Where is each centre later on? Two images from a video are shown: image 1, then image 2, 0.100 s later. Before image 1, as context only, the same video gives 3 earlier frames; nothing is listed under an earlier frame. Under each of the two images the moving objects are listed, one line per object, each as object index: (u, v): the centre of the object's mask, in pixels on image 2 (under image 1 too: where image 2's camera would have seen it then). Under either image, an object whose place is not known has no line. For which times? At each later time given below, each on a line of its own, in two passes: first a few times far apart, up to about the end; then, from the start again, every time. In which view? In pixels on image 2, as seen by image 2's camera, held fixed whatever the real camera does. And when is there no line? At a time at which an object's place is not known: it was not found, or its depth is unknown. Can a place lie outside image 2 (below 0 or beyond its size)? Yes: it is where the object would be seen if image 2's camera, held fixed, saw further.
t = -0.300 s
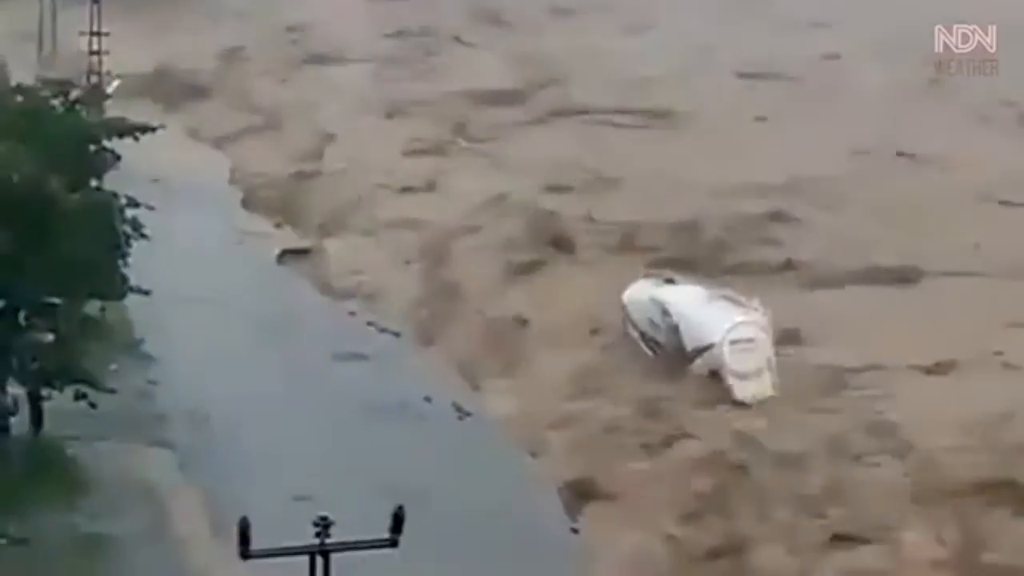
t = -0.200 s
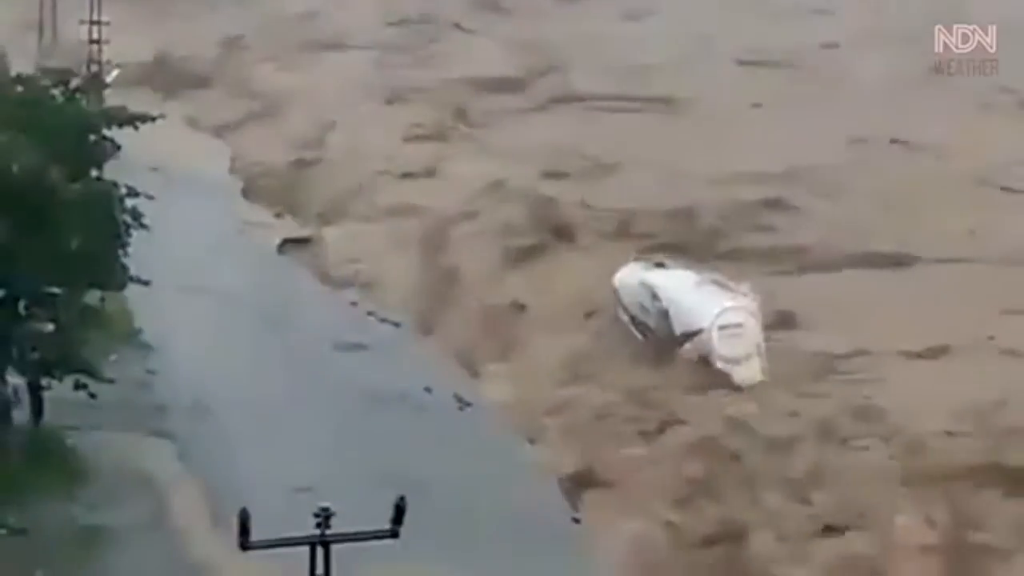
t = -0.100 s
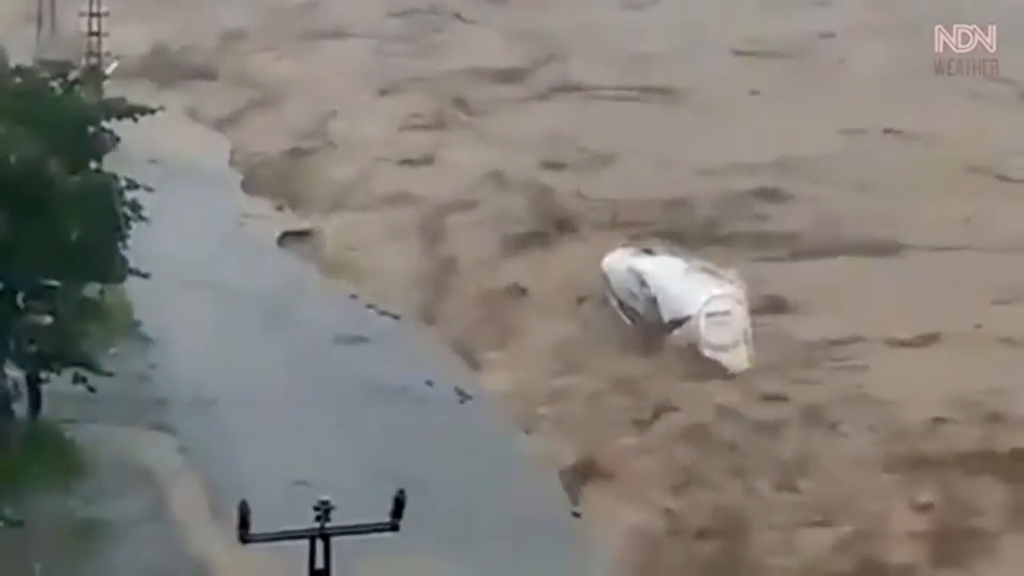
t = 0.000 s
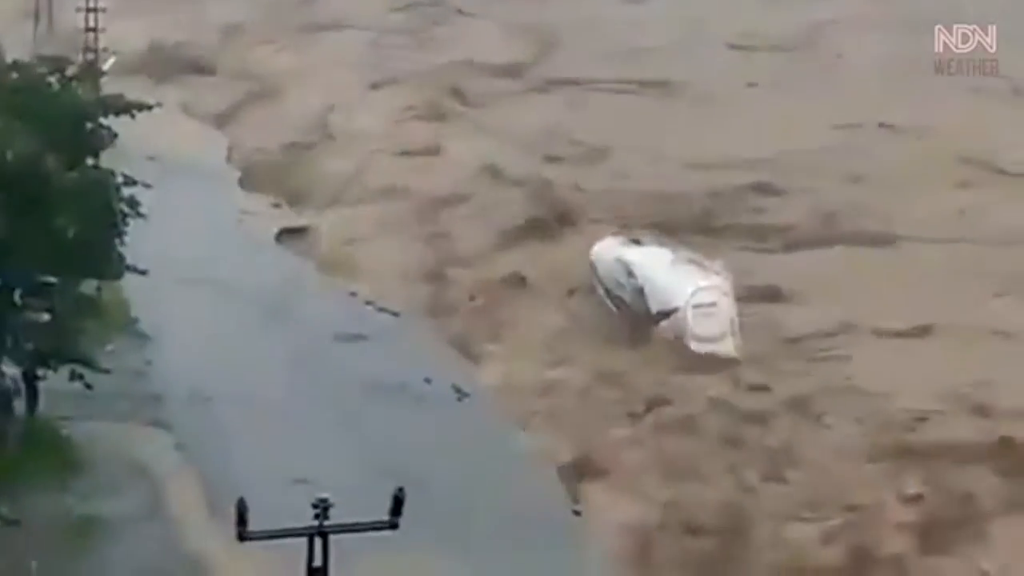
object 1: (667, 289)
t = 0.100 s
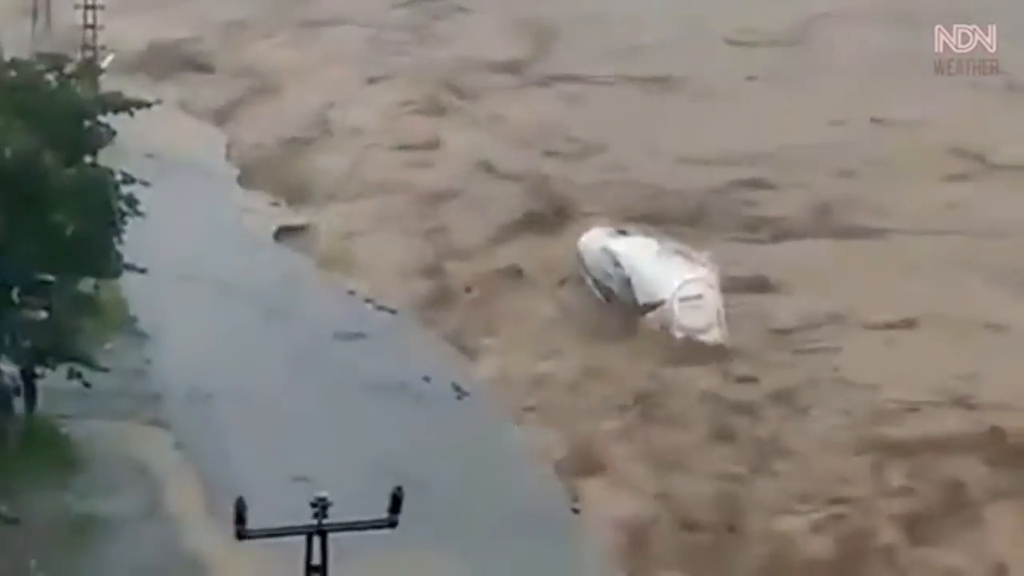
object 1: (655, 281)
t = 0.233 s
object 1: (638, 271)
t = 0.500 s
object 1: (610, 253)
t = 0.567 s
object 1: (604, 248)
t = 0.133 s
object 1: (651, 279)
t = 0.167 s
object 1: (647, 276)
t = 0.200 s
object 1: (643, 274)
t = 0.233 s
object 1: (638, 271)
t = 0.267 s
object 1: (634, 269)
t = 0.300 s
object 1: (630, 266)
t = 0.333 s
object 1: (626, 263)
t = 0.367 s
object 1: (623, 261)
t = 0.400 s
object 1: (619, 259)
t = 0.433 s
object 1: (617, 257)
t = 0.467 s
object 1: (614, 255)
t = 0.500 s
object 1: (610, 253)
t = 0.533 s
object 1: (607, 250)
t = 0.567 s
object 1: (604, 248)
